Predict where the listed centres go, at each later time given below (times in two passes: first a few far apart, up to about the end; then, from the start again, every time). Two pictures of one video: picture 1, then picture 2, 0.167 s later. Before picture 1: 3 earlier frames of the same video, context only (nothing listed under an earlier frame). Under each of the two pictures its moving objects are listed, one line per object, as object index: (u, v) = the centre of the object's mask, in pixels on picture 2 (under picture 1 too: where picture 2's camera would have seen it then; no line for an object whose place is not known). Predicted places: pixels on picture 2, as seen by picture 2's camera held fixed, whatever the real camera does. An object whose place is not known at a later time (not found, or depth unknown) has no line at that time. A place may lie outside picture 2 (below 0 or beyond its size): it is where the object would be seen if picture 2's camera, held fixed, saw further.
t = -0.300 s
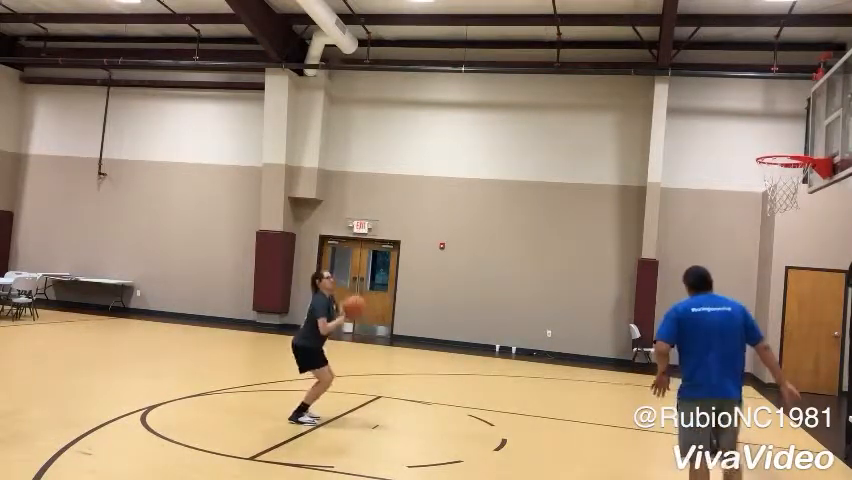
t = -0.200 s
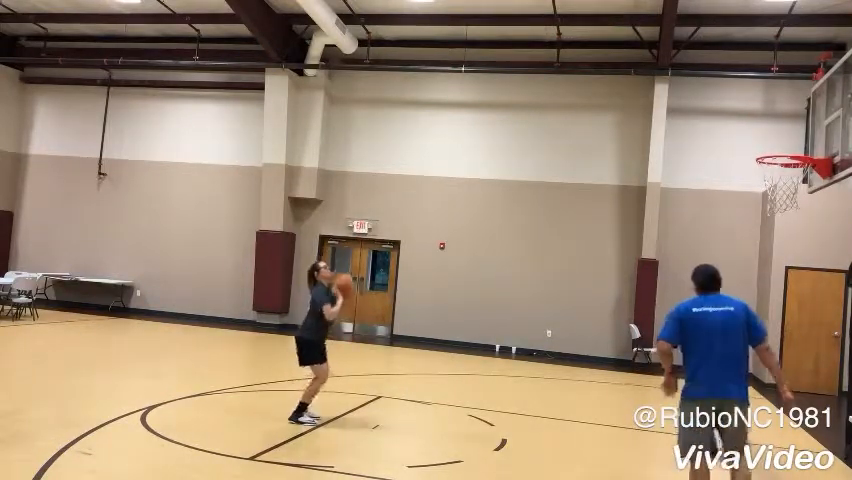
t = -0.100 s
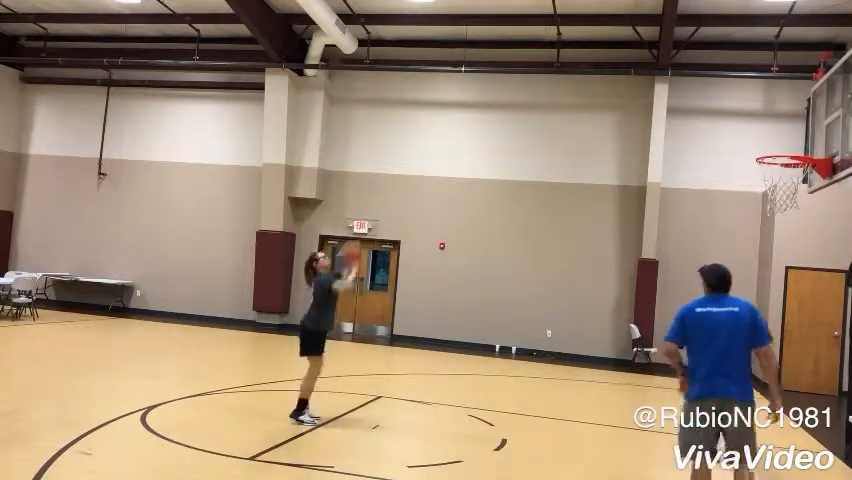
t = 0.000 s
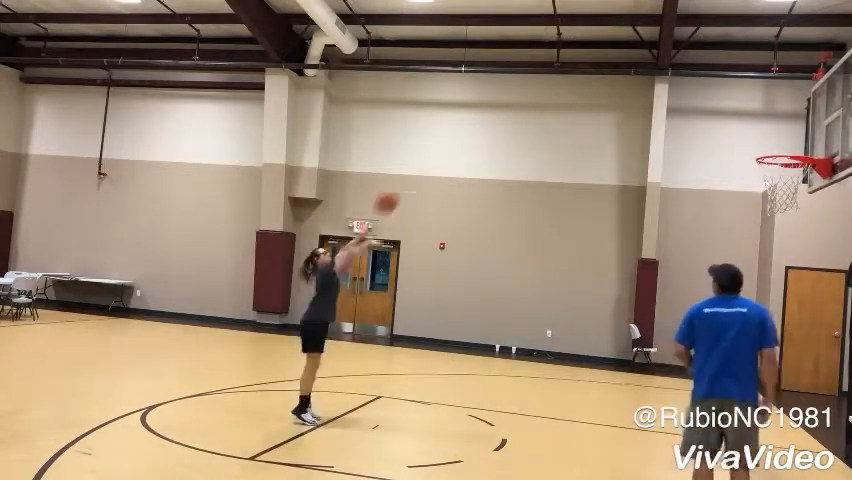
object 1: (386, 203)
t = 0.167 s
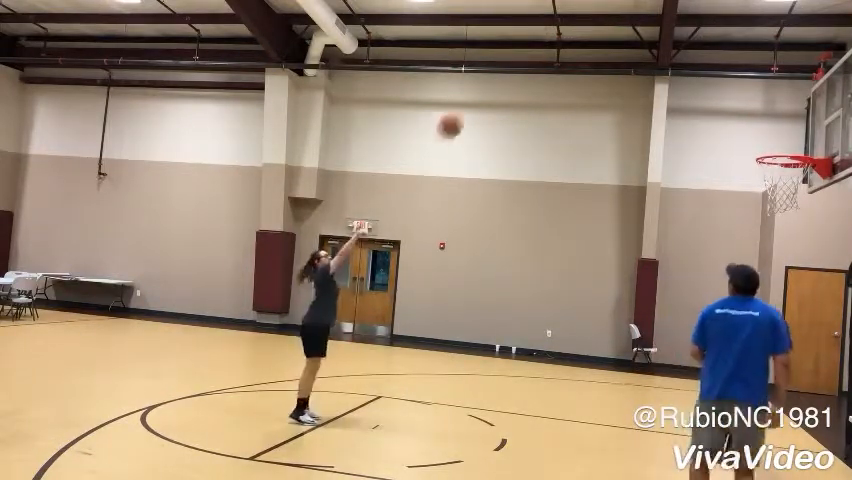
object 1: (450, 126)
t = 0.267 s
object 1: (489, 94)
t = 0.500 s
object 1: (577, 47)
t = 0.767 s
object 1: (678, 64)
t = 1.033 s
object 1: (776, 156)
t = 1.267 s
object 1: (807, 185)
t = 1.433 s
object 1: (790, 210)
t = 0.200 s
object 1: (462, 115)
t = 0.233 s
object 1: (475, 104)
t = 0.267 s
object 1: (489, 94)
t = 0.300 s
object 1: (502, 82)
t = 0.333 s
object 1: (515, 74)
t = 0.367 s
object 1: (528, 66)
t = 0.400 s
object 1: (540, 60)
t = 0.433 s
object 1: (553, 55)
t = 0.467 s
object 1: (565, 51)
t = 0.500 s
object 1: (577, 47)
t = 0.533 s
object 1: (590, 47)
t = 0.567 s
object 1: (603, 46)
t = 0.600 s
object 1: (615, 46)
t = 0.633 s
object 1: (627, 46)
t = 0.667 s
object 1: (640, 50)
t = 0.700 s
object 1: (654, 53)
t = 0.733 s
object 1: (666, 58)
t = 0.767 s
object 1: (678, 64)
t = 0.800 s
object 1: (691, 68)
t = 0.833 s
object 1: (703, 78)
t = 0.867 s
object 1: (716, 88)
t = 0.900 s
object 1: (728, 101)
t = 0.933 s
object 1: (739, 113)
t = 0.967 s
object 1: (752, 125)
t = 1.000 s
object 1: (764, 140)
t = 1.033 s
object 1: (776, 156)
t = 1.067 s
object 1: (787, 167)
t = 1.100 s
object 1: (800, 174)
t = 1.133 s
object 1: (804, 179)
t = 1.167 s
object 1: (808, 182)
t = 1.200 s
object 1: (808, 183)
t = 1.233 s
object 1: (808, 184)
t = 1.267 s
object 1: (807, 185)
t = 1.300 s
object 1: (803, 189)
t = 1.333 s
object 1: (800, 195)
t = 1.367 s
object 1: (796, 199)
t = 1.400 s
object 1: (793, 201)
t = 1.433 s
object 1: (790, 210)
